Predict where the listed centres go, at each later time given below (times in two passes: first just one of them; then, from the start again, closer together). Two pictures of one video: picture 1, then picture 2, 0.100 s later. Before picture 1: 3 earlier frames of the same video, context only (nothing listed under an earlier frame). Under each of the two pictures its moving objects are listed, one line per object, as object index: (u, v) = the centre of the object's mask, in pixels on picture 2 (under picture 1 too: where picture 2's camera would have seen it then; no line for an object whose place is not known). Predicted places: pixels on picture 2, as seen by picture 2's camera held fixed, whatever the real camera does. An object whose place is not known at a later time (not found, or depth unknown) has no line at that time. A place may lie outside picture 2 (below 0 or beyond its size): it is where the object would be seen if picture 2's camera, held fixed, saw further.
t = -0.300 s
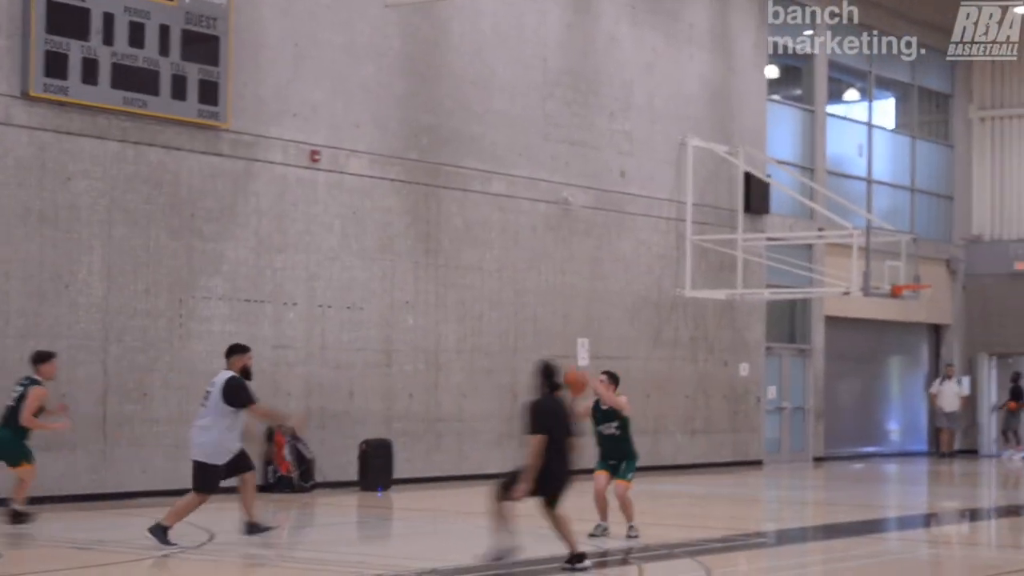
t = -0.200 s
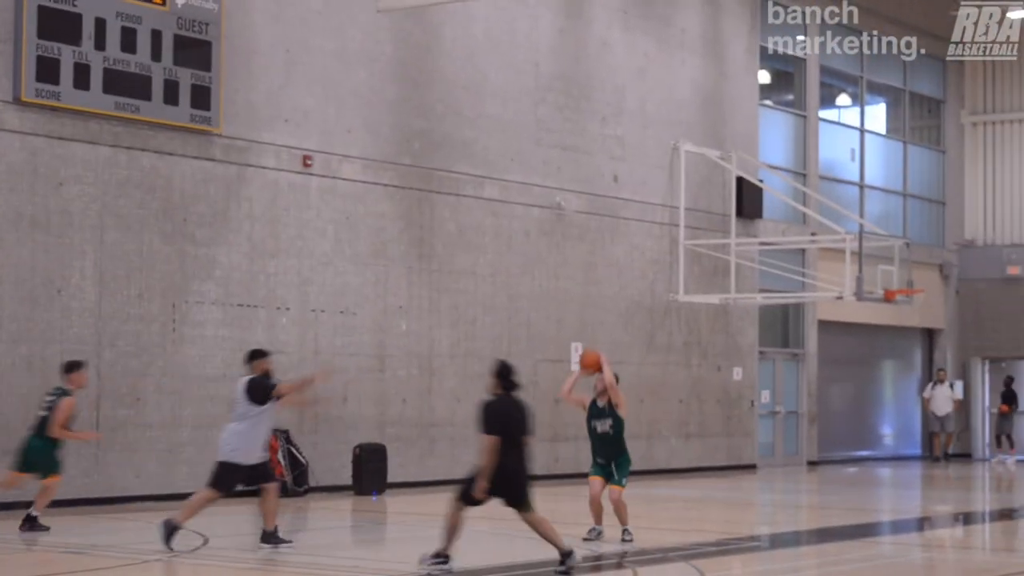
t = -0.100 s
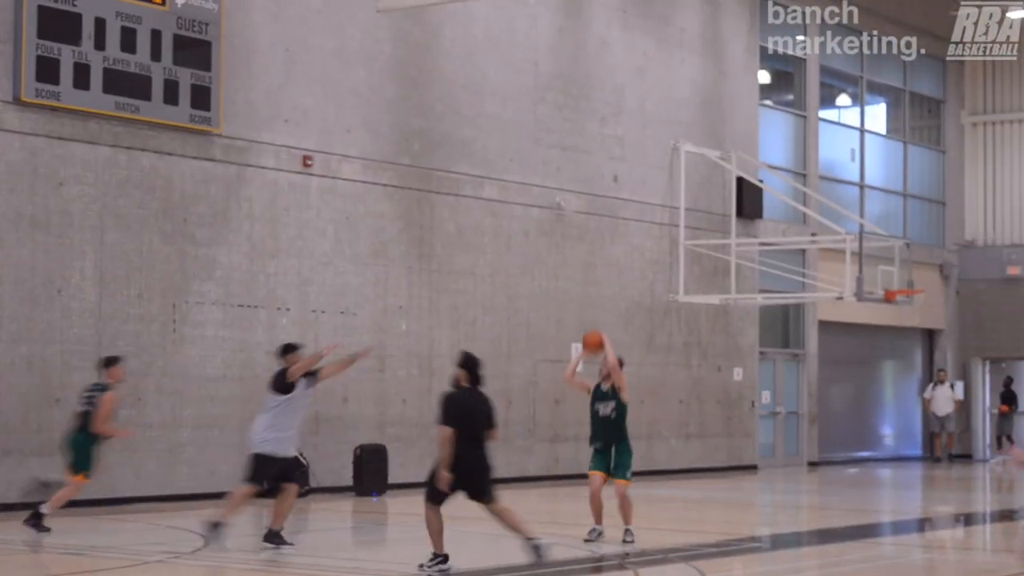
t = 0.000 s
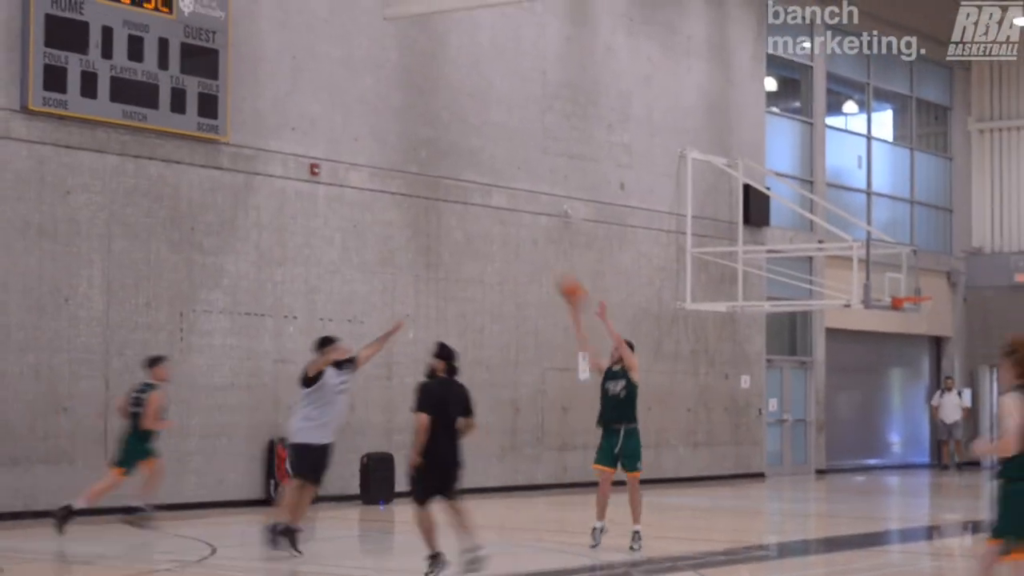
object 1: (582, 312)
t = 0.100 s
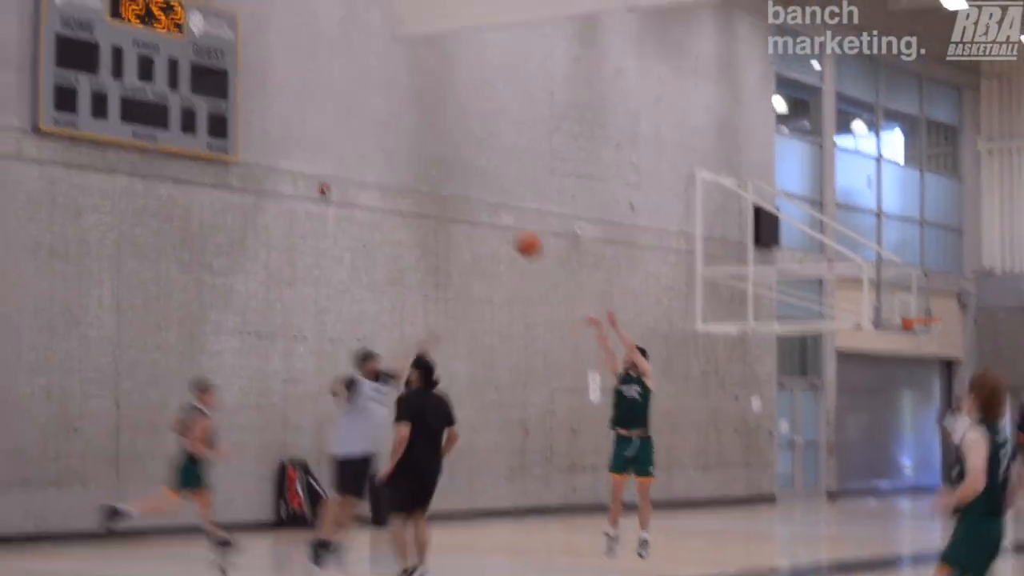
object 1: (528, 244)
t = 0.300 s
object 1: (414, 137)
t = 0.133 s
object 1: (510, 224)
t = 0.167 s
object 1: (492, 204)
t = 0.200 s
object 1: (474, 187)
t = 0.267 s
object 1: (430, 144)
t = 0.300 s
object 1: (414, 137)
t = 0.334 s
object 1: (396, 123)
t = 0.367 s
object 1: (378, 111)
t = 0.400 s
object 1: (361, 99)
